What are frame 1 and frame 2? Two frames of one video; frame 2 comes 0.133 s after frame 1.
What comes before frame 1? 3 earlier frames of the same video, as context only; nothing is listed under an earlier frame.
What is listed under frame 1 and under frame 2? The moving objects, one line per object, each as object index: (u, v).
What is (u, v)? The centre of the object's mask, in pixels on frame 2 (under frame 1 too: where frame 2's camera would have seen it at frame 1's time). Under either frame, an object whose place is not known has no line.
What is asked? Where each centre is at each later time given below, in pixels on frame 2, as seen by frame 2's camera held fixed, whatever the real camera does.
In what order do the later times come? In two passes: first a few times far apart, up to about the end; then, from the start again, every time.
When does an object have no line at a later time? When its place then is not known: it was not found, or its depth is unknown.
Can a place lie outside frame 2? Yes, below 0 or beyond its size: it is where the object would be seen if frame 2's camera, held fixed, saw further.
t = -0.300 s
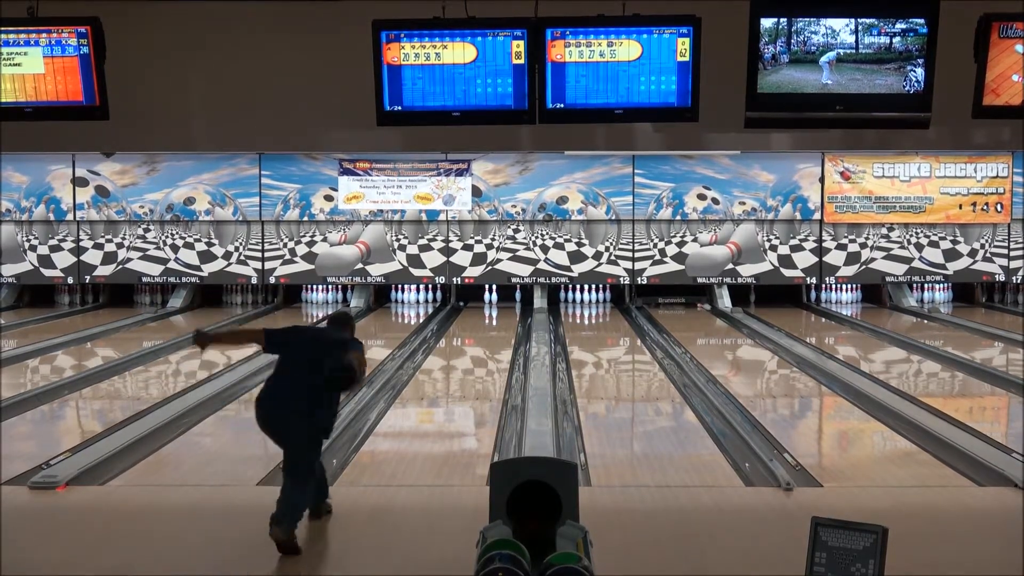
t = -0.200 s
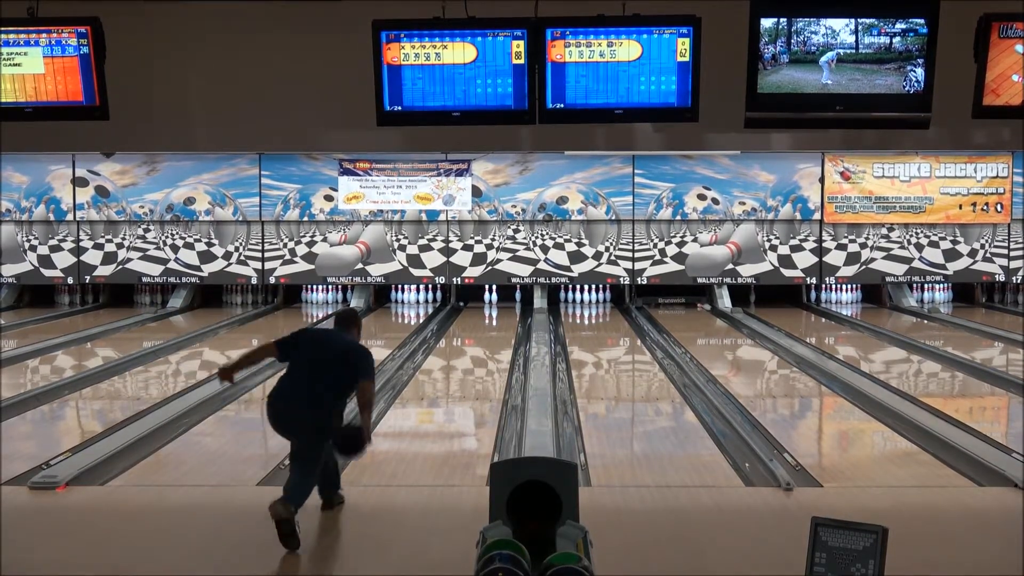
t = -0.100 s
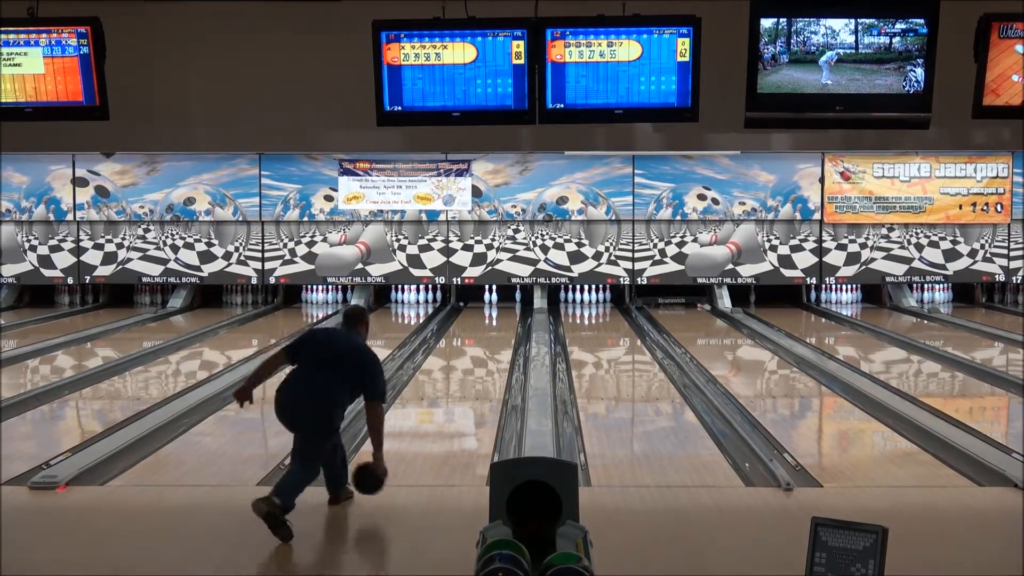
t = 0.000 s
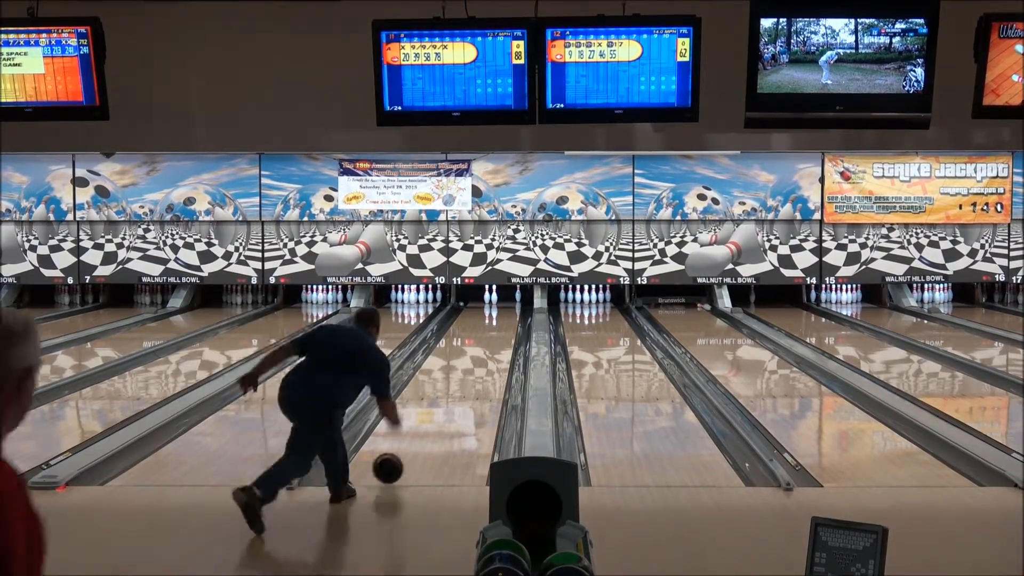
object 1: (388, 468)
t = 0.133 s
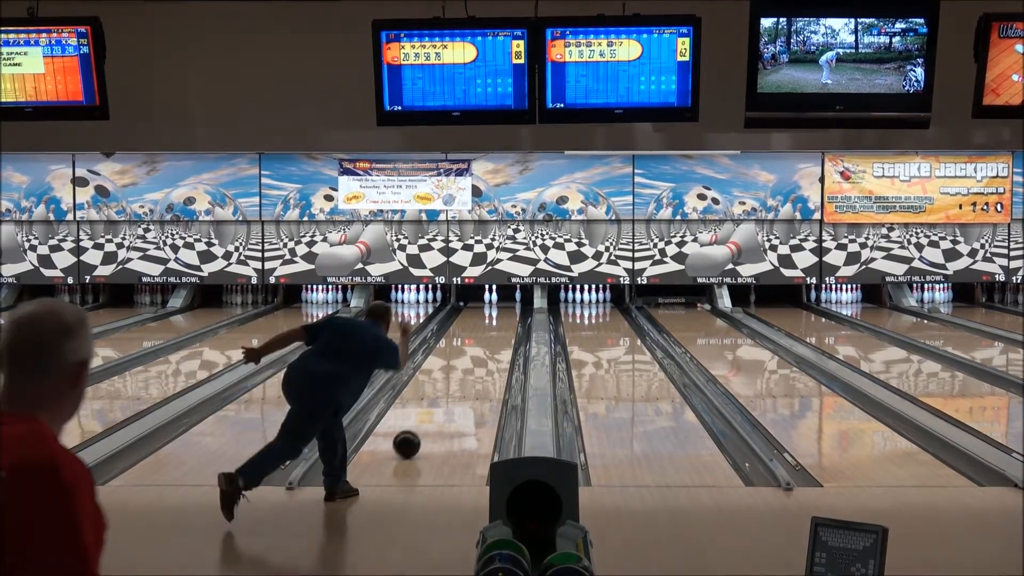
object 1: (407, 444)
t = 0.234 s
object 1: (418, 427)
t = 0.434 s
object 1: (437, 399)
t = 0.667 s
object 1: (453, 375)
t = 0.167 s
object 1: (411, 438)
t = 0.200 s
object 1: (415, 432)
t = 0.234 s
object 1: (418, 427)
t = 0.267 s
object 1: (422, 422)
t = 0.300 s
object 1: (425, 416)
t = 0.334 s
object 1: (428, 412)
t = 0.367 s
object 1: (431, 407)
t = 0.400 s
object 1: (434, 403)
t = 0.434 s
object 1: (437, 399)
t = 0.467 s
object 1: (439, 395)
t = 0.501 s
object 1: (442, 391)
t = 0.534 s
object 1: (444, 387)
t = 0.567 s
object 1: (446, 384)
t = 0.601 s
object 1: (449, 381)
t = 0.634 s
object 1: (451, 377)
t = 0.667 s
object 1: (453, 375)
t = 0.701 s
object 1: (455, 372)
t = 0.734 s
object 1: (457, 369)
